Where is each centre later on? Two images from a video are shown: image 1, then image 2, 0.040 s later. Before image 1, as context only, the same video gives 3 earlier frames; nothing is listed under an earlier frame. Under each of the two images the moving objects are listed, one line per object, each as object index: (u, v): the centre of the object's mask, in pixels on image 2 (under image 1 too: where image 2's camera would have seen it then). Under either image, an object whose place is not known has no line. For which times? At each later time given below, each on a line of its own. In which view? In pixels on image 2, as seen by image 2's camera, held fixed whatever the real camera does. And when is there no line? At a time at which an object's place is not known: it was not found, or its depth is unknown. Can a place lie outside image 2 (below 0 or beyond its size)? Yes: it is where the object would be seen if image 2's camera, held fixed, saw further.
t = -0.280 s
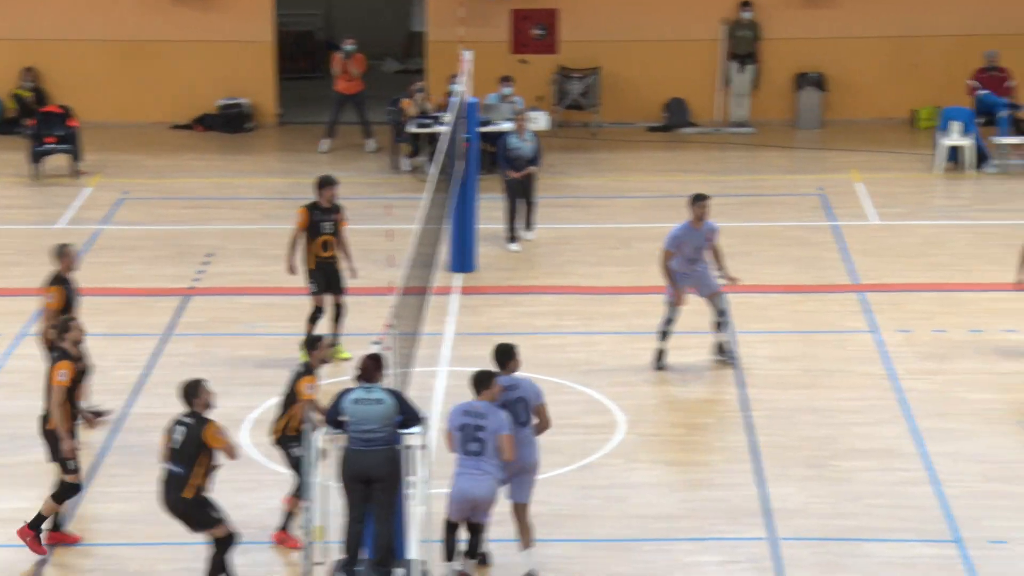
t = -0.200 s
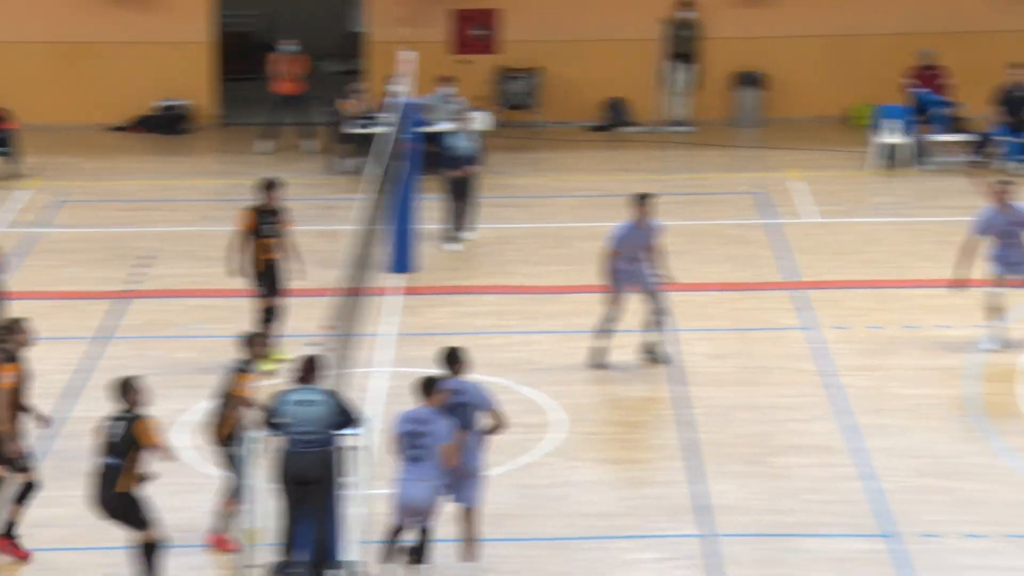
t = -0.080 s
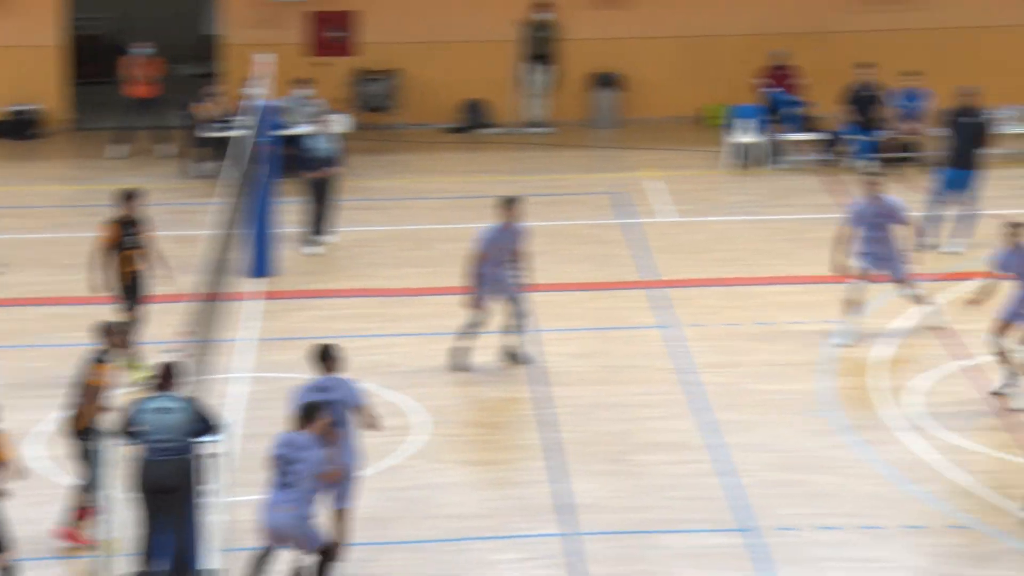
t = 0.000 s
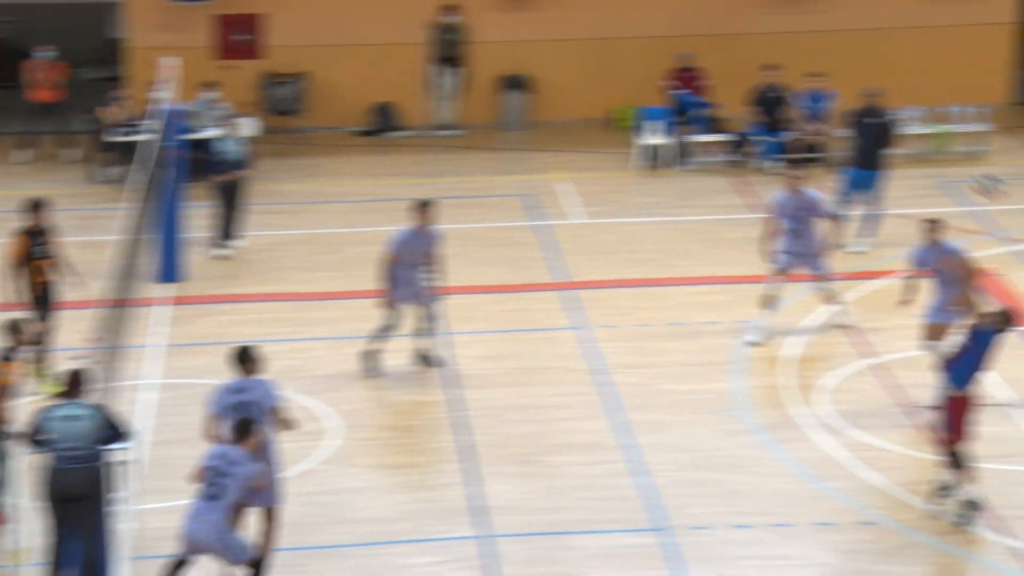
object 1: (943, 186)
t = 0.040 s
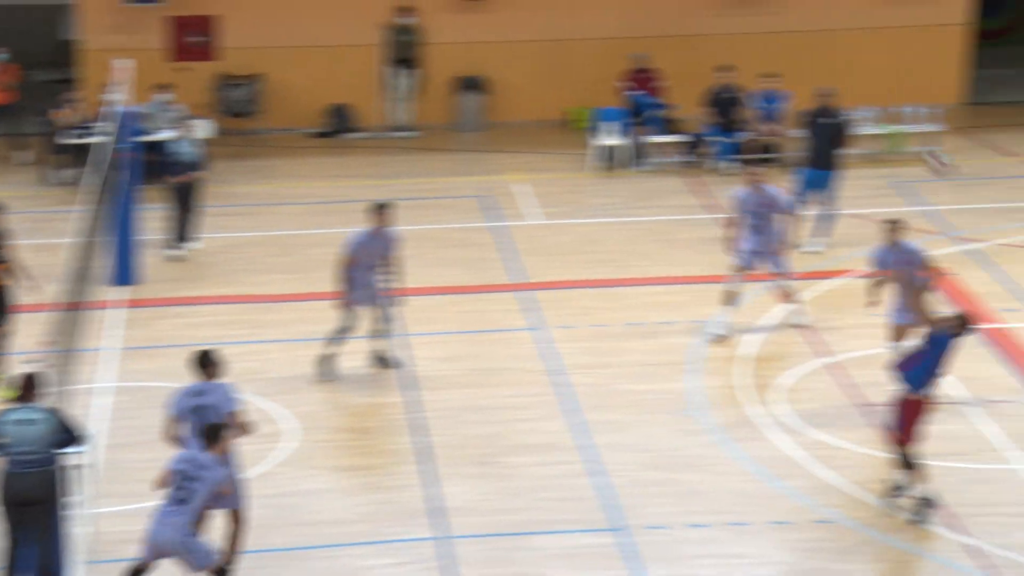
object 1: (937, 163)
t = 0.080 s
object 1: (939, 142)
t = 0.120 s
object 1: (941, 118)
